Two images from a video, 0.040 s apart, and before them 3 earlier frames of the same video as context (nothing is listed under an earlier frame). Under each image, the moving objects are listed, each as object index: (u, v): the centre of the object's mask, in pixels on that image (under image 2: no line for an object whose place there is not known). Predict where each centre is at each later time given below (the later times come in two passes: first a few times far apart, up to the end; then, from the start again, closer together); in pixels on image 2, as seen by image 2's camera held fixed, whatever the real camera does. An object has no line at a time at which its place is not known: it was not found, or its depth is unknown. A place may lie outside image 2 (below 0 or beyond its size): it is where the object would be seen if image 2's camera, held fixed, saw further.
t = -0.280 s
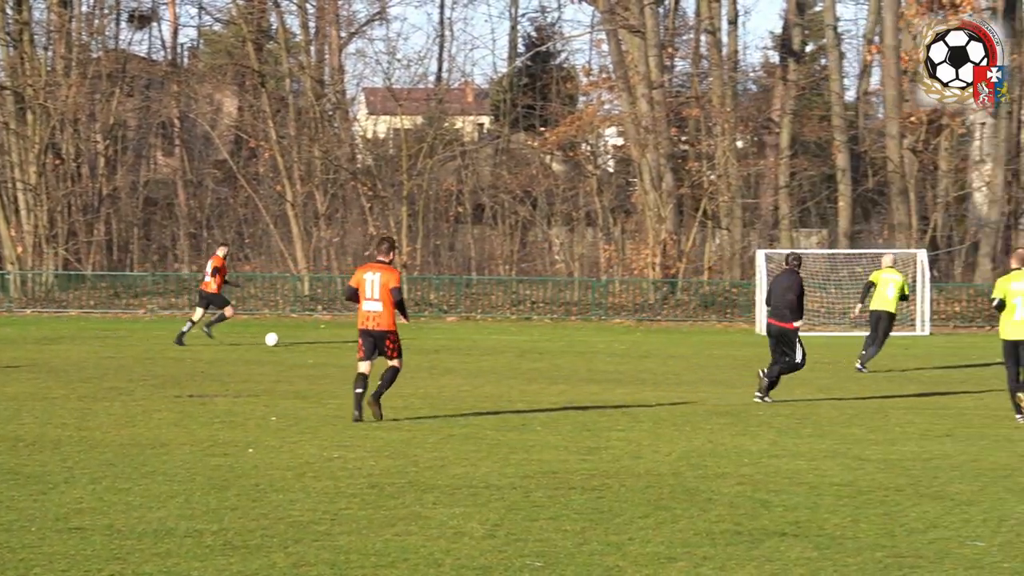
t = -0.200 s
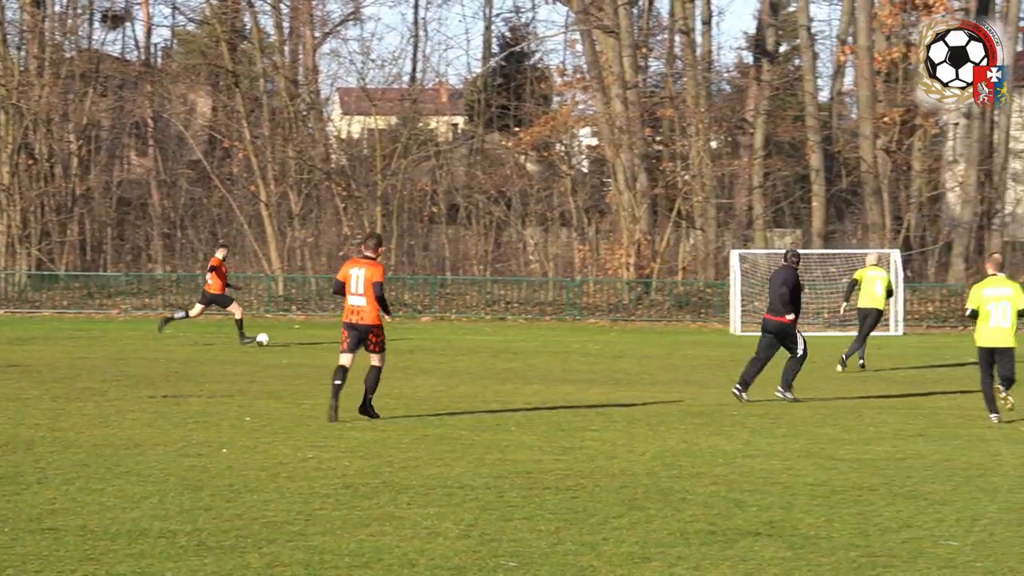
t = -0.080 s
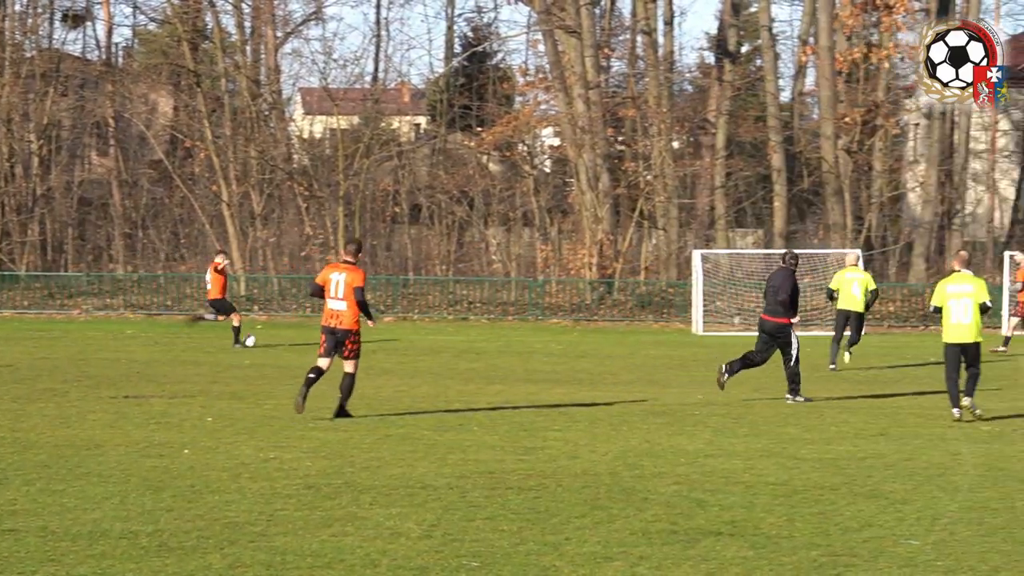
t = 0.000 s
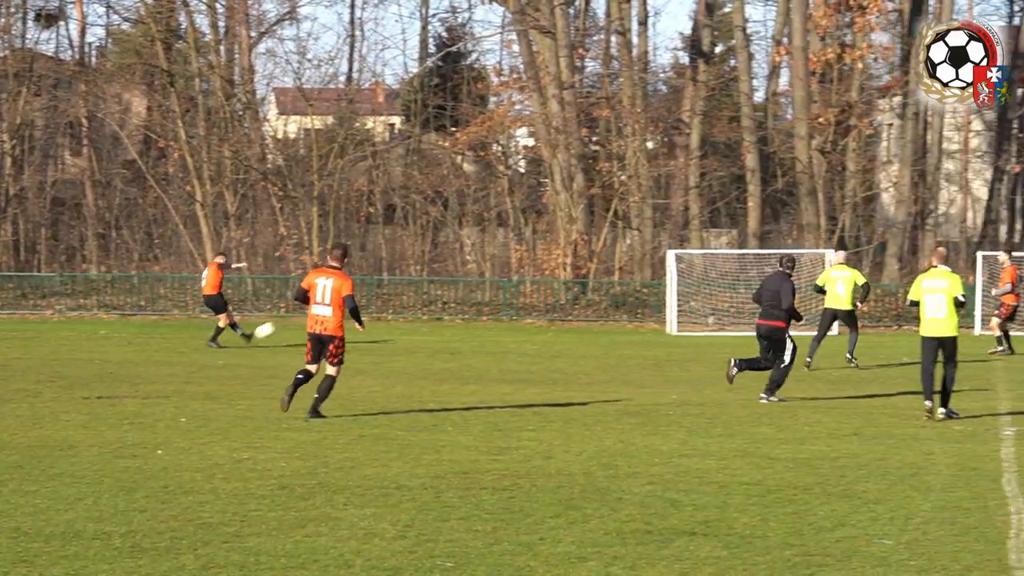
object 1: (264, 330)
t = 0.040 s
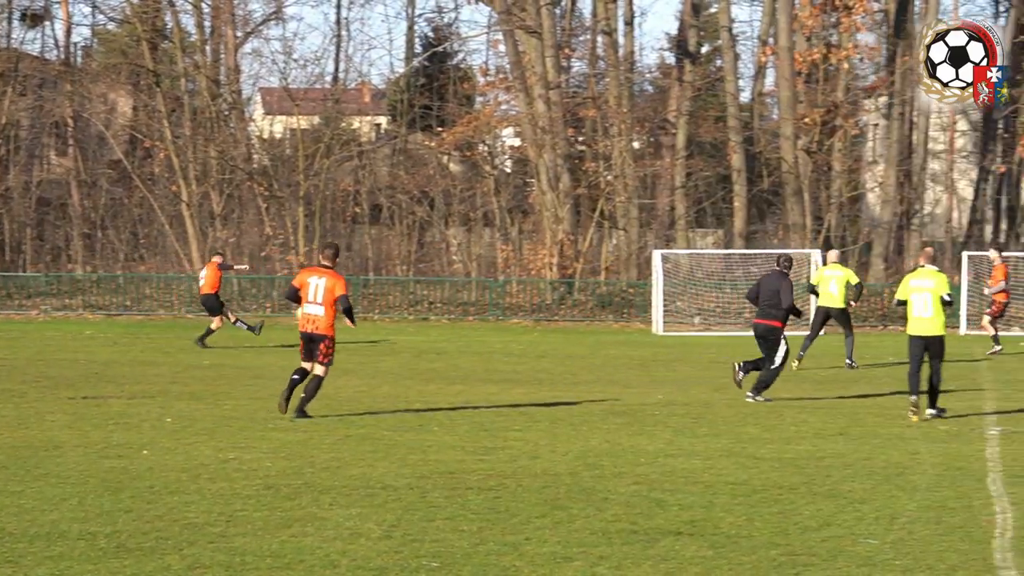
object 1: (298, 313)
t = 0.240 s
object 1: (569, 230)
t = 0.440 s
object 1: (825, 166)
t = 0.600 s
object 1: (1032, 123)
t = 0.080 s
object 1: (362, 292)
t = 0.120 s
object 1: (414, 276)
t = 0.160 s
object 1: (465, 260)
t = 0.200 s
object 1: (517, 244)
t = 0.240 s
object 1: (569, 230)
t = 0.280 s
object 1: (620, 216)
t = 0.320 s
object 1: (671, 203)
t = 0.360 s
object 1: (722, 190)
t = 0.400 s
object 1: (773, 179)
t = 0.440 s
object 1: (825, 166)
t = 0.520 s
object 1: (927, 144)
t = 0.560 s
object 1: (979, 134)
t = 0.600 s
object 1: (1032, 123)
